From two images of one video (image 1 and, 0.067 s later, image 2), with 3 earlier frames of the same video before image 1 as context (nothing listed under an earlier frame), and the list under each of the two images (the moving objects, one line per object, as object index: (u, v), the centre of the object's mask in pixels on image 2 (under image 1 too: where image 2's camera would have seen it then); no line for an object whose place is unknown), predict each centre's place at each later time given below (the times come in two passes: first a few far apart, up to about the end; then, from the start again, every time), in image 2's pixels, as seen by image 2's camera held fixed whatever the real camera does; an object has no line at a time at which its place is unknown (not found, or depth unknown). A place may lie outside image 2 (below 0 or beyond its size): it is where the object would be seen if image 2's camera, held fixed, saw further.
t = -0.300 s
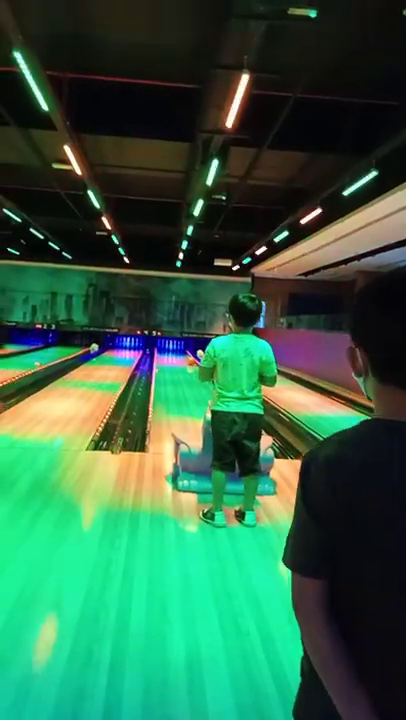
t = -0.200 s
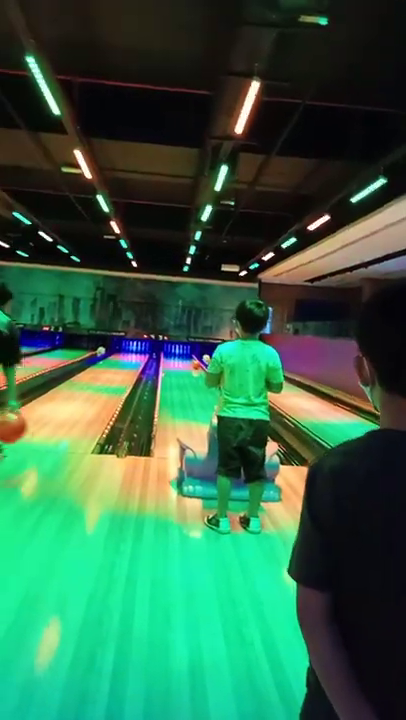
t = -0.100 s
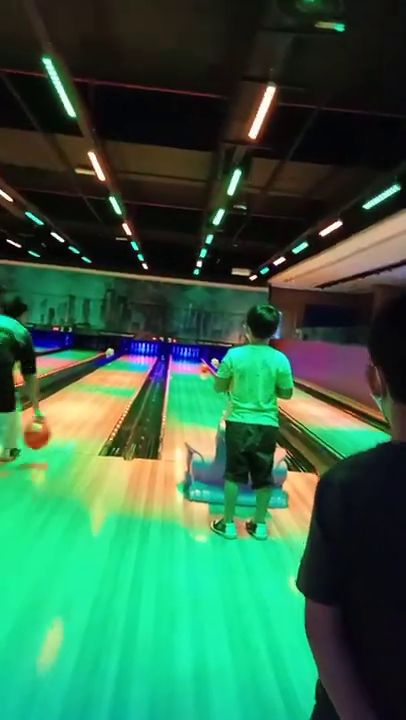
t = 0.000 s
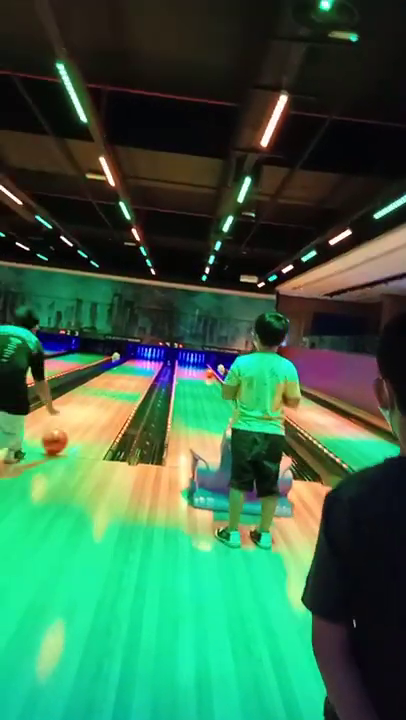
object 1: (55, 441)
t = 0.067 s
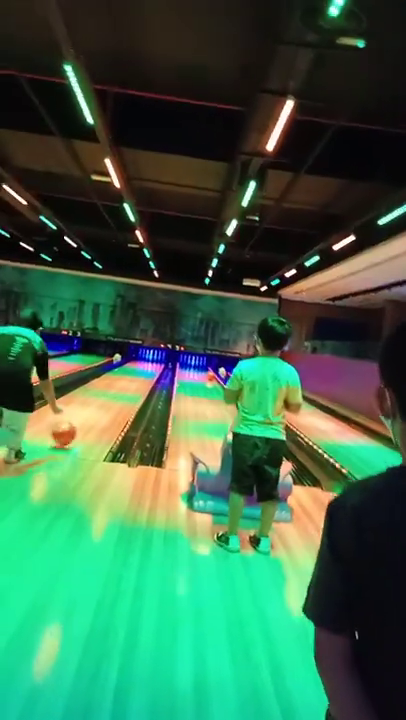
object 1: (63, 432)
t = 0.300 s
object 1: (86, 418)
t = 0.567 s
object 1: (103, 403)
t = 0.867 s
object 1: (115, 393)
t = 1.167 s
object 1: (124, 385)
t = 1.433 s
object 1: (130, 380)
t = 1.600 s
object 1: (133, 378)
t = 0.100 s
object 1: (67, 430)
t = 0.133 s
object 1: (71, 428)
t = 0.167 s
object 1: (74, 427)
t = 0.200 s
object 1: (77, 424)
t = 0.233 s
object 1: (80, 422)
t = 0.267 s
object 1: (83, 420)
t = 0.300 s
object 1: (86, 418)
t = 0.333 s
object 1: (88, 416)
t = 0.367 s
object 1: (91, 414)
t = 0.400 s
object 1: (92, 413)
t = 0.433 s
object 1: (94, 410)
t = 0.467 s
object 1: (96, 408)
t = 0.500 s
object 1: (98, 407)
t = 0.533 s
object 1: (101, 404)
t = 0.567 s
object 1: (103, 403)
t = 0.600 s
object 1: (105, 401)
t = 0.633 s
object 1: (106, 400)
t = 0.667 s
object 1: (107, 400)
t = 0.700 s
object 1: (108, 398)
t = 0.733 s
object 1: (110, 397)
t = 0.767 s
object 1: (111, 396)
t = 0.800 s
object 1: (113, 395)
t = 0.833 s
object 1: (114, 394)
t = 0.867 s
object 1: (115, 393)
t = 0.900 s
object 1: (116, 392)
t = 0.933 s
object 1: (117, 391)
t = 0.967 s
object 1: (118, 390)
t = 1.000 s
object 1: (119, 389)
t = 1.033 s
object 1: (120, 389)
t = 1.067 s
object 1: (122, 388)
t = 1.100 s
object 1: (122, 387)
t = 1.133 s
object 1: (123, 386)
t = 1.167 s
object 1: (124, 385)
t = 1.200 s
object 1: (125, 385)
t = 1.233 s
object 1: (126, 384)
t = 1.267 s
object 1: (127, 383)
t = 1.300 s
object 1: (128, 383)
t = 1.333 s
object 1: (128, 382)
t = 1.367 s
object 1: (129, 381)
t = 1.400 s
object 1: (130, 381)
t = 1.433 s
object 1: (130, 380)
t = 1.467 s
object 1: (131, 379)
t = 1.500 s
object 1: (132, 379)
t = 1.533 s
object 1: (132, 379)
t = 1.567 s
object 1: (132, 378)
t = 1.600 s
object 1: (133, 378)
